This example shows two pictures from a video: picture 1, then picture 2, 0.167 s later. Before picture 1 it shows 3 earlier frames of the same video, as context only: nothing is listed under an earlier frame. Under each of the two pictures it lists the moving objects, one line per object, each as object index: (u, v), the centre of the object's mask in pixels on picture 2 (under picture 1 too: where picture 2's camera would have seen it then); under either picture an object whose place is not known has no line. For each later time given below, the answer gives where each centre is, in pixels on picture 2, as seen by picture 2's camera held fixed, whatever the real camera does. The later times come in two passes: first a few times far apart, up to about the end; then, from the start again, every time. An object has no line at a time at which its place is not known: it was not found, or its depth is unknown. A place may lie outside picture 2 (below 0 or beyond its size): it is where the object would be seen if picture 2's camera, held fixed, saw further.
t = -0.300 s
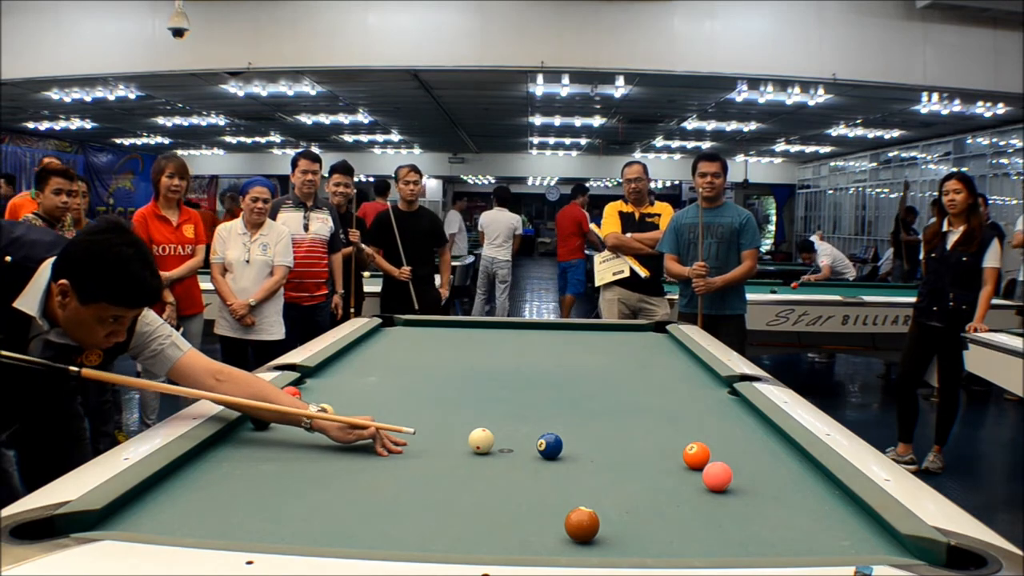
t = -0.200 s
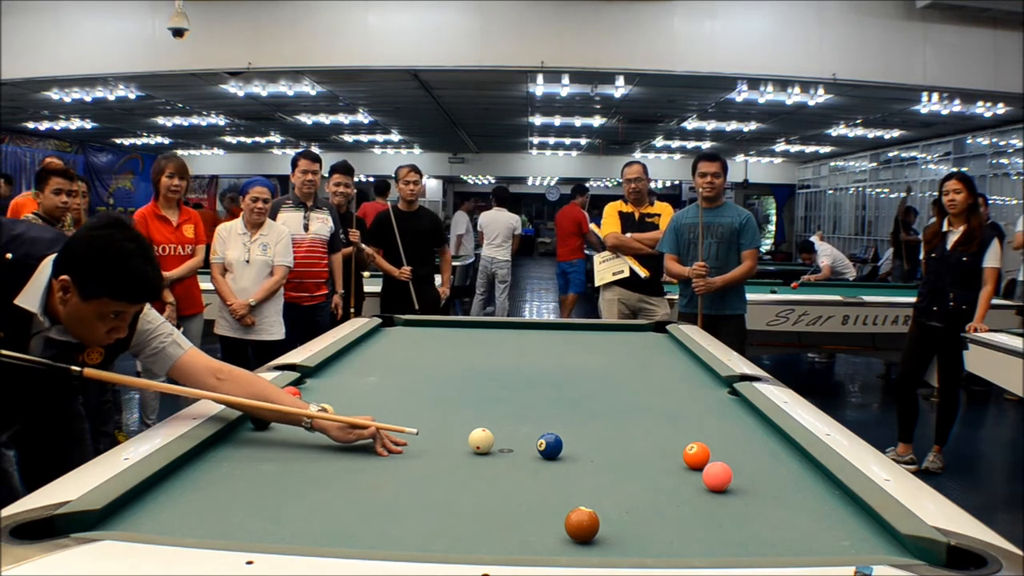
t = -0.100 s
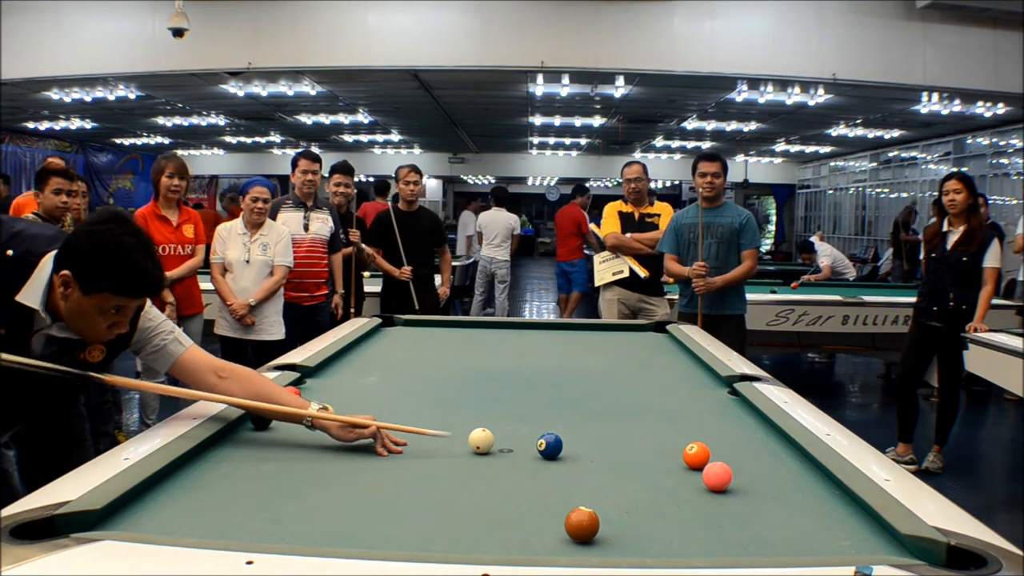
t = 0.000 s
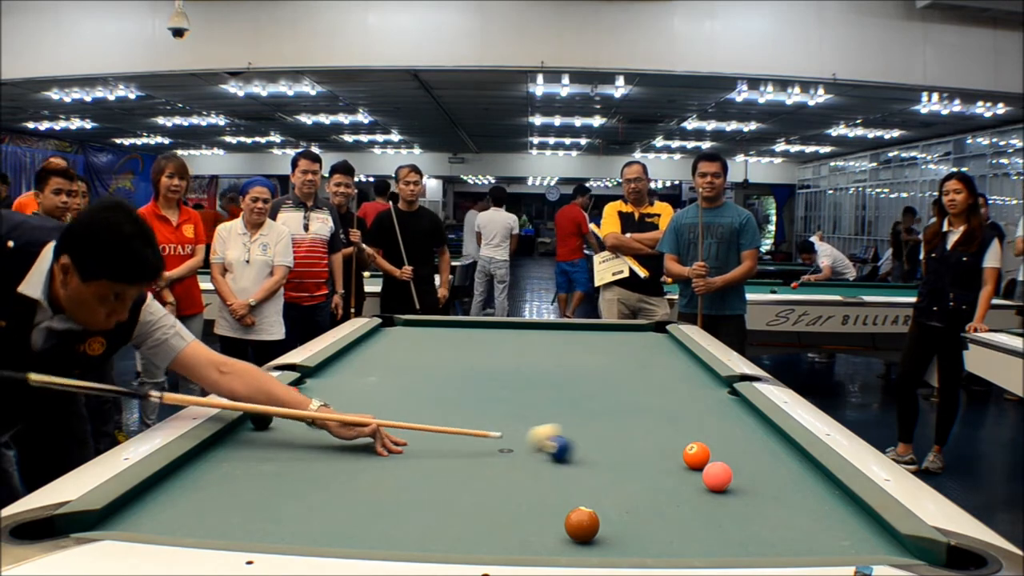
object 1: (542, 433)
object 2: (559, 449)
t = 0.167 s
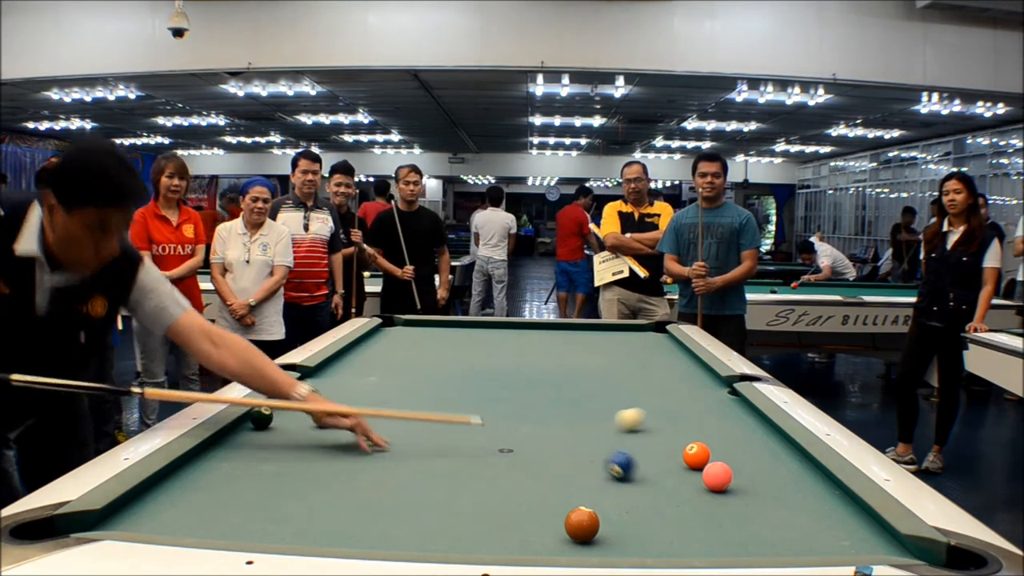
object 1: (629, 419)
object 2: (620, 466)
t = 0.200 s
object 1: (645, 416)
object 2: (632, 469)
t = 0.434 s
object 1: (733, 398)
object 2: (723, 494)
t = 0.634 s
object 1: (686, 390)
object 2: (809, 517)
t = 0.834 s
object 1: (642, 383)
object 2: (874, 537)
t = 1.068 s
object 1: (597, 375)
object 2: (844, 547)
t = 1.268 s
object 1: (562, 369)
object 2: (799, 543)
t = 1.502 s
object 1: (525, 363)
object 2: (753, 538)
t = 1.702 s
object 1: (498, 358)
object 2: (716, 530)
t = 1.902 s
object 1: (472, 353)
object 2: (683, 524)
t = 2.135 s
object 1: (445, 349)
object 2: (650, 517)
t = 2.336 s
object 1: (425, 345)
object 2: (624, 512)
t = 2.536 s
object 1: (406, 342)
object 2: (603, 506)
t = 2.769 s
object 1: (386, 338)
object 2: (579, 498)
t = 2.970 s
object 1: (371, 335)
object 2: (562, 499)
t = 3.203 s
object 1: (380, 335)
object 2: (547, 496)
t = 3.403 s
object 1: (390, 334)
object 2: (536, 494)
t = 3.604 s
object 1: (397, 333)
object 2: (528, 492)
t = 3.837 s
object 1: (406, 333)
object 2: (520, 490)
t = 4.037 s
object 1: (411, 332)
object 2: (516, 490)
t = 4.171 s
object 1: (414, 332)
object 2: (515, 489)
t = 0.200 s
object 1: (645, 416)
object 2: (632, 469)
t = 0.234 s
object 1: (659, 413)
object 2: (644, 472)
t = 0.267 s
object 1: (673, 410)
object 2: (656, 476)
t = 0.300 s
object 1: (687, 408)
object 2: (670, 480)
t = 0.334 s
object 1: (700, 405)
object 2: (682, 483)
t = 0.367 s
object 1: (712, 403)
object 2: (695, 486)
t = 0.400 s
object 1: (724, 401)
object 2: (709, 491)
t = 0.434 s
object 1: (733, 398)
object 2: (723, 494)
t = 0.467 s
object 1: (726, 397)
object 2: (737, 498)
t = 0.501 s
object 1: (717, 396)
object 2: (751, 502)
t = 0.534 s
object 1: (709, 394)
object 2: (765, 505)
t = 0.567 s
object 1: (701, 393)
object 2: (780, 509)
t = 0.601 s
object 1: (693, 391)
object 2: (795, 513)
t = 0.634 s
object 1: (686, 390)
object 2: (809, 517)
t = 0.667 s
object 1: (678, 389)
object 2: (824, 521)
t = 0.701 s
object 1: (670, 387)
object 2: (839, 524)
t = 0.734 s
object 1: (663, 386)
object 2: (857, 529)
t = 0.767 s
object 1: (656, 385)
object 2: (873, 532)
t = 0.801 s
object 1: (649, 384)
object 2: (879, 536)
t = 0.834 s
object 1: (642, 383)
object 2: (874, 537)
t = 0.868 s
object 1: (635, 381)
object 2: (871, 539)
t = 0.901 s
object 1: (629, 380)
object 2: (867, 541)
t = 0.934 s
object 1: (622, 379)
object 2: (863, 543)
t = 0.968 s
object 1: (616, 378)
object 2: (859, 544)
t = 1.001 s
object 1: (609, 377)
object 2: (855, 545)
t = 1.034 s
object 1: (603, 376)
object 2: (851, 547)
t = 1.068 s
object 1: (597, 375)
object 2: (844, 547)
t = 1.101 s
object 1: (591, 374)
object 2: (837, 546)
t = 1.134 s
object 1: (585, 373)
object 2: (829, 546)
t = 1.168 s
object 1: (579, 372)
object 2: (822, 545)
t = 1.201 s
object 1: (573, 371)
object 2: (814, 545)
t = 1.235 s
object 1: (567, 370)
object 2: (807, 544)
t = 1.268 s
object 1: (562, 369)
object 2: (799, 543)
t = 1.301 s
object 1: (556, 368)
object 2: (792, 543)
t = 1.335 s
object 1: (551, 367)
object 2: (785, 542)
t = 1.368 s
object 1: (546, 366)
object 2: (778, 541)
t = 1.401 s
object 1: (541, 365)
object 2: (772, 540)
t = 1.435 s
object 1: (536, 365)
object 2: (765, 539)
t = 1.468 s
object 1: (530, 364)
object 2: (759, 539)
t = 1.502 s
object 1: (525, 363)
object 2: (753, 538)
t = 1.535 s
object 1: (520, 362)
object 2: (747, 537)
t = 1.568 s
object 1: (516, 361)
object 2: (740, 536)
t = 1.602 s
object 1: (511, 360)
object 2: (734, 534)
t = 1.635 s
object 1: (507, 359)
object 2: (728, 533)
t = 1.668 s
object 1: (502, 358)
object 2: (722, 532)
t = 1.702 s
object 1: (498, 358)
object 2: (716, 530)
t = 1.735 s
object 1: (493, 357)
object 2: (710, 529)
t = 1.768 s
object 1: (489, 356)
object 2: (705, 528)
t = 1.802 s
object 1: (485, 356)
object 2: (699, 527)
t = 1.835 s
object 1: (480, 355)
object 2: (694, 526)
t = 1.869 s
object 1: (476, 354)
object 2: (689, 525)
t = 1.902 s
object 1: (472, 353)
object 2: (683, 524)
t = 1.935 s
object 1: (468, 353)
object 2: (678, 523)
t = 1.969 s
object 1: (464, 352)
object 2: (673, 522)
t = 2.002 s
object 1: (460, 351)
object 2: (668, 521)
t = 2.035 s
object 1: (456, 350)
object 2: (663, 520)
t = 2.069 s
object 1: (453, 350)
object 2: (659, 519)
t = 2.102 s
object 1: (449, 349)
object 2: (654, 518)
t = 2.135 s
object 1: (445, 349)
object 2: (650, 517)
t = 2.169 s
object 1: (442, 348)
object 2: (645, 516)
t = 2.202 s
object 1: (438, 347)
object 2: (641, 515)
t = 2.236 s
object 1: (435, 347)
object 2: (636, 515)
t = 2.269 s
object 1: (431, 346)
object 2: (632, 514)
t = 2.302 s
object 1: (428, 346)
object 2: (628, 513)
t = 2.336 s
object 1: (425, 345)
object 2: (624, 512)
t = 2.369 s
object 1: (421, 344)
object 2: (620, 511)
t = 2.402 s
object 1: (418, 344)
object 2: (616, 510)
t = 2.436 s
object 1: (415, 343)
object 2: (613, 510)
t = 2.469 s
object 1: (412, 343)
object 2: (610, 509)
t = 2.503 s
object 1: (409, 342)
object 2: (606, 508)
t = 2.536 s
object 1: (406, 342)
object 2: (603, 506)
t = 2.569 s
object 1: (403, 341)
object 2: (600, 505)
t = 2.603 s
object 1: (400, 341)
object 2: (597, 503)
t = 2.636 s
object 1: (397, 340)
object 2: (594, 502)
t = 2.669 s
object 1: (394, 340)
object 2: (590, 500)
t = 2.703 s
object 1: (392, 339)
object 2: (586, 499)
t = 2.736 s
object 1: (389, 339)
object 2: (582, 499)
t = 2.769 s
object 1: (386, 338)
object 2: (579, 498)
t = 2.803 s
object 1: (384, 338)
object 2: (576, 498)
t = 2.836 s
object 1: (381, 337)
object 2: (573, 498)
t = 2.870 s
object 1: (378, 337)
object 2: (570, 498)
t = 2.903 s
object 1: (376, 336)
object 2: (567, 498)
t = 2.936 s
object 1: (373, 336)
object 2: (565, 499)
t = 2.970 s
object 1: (371, 335)
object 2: (562, 499)
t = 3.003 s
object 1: (371, 335)
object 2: (560, 499)
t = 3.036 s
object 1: (372, 335)
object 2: (558, 498)
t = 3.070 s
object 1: (374, 335)
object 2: (556, 498)
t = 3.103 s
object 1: (375, 335)
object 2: (554, 497)
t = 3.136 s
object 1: (377, 335)
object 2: (551, 497)
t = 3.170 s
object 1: (379, 335)
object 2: (549, 497)
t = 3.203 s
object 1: (380, 335)
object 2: (547, 496)
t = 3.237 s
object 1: (382, 334)
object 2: (545, 496)
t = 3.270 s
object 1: (384, 334)
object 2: (544, 495)
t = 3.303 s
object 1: (385, 334)
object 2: (541, 495)
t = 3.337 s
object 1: (387, 334)
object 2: (540, 495)
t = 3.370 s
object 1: (388, 334)
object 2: (538, 494)
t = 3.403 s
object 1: (390, 334)
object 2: (536, 494)
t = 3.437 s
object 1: (391, 333)
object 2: (535, 493)
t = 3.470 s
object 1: (392, 333)
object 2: (533, 493)
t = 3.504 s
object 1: (394, 333)
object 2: (532, 493)
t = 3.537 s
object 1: (395, 333)
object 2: (530, 492)
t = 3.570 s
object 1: (396, 333)
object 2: (529, 492)
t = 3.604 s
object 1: (397, 333)
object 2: (528, 492)
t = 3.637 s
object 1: (399, 333)
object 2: (526, 492)
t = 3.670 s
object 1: (400, 333)
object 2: (525, 491)
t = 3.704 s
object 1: (401, 333)
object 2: (524, 491)
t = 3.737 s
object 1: (402, 333)
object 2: (523, 491)
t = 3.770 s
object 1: (403, 333)
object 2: (522, 491)
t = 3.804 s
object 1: (405, 333)
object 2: (521, 491)
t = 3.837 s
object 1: (406, 333)
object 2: (520, 490)
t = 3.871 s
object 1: (407, 333)
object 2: (519, 490)
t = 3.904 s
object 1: (408, 332)
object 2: (519, 490)
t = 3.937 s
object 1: (409, 332)
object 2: (518, 490)
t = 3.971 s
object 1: (409, 332)
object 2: (517, 490)
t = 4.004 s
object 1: (411, 332)
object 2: (517, 490)
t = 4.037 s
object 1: (411, 332)
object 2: (516, 490)
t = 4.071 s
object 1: (412, 332)
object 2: (516, 489)
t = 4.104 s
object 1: (413, 332)
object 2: (515, 489)
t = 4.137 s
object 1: (414, 332)
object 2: (515, 489)
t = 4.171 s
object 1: (414, 332)
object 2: (515, 489)
